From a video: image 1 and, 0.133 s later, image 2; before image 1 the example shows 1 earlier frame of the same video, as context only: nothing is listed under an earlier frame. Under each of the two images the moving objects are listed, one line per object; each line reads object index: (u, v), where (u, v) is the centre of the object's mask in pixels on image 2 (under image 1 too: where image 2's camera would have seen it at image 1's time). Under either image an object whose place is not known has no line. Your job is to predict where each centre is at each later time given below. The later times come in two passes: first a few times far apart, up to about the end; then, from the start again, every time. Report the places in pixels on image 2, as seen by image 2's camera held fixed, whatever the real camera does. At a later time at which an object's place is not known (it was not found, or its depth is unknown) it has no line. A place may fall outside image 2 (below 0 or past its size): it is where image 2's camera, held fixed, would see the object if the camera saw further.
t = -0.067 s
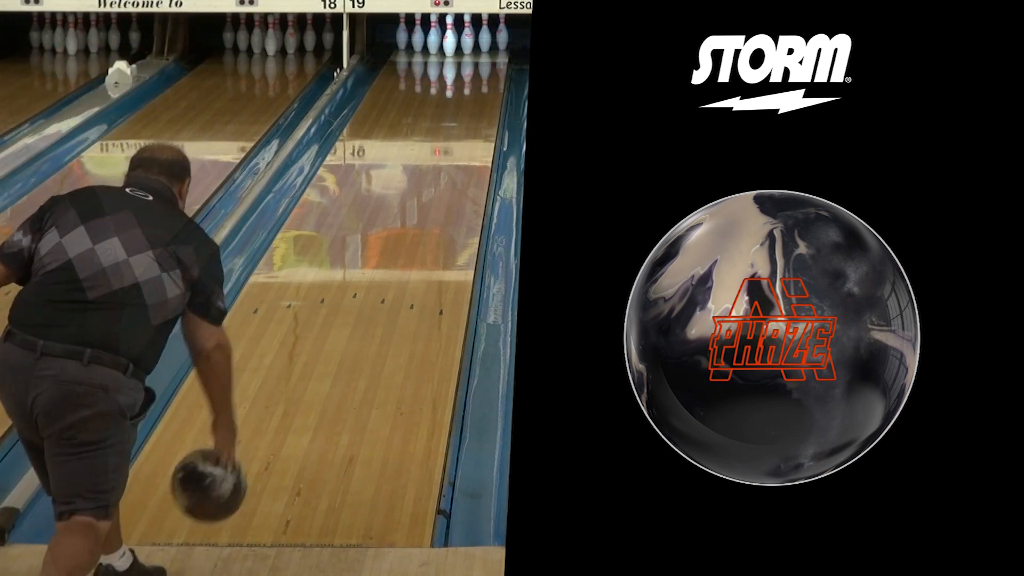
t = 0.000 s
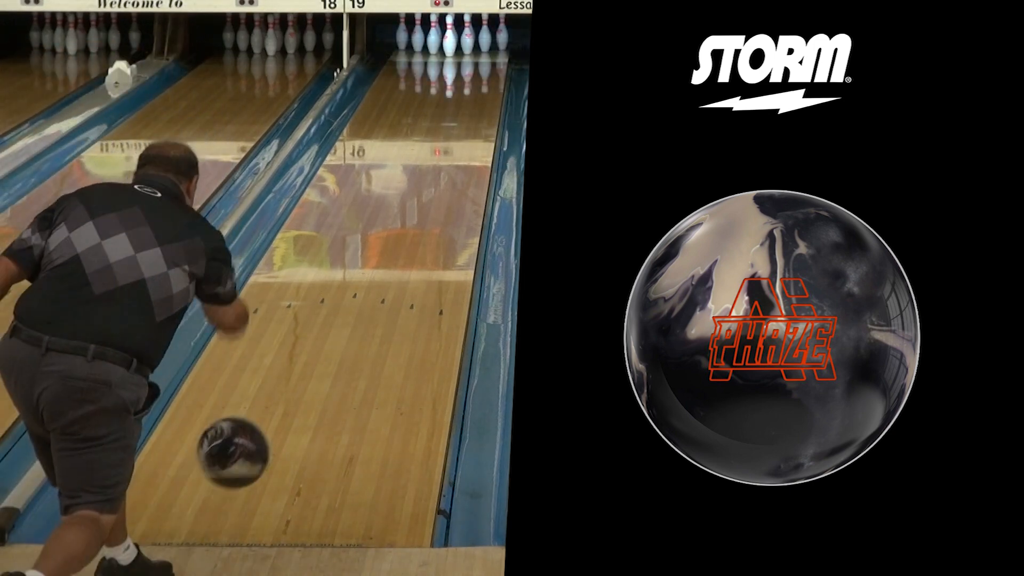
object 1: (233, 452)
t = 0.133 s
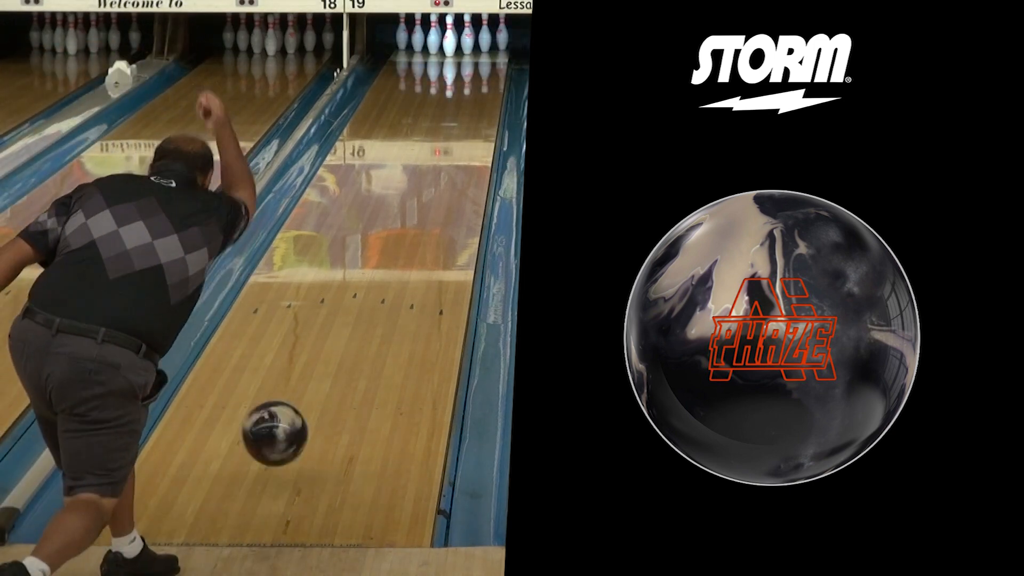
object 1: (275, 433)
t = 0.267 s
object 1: (310, 404)
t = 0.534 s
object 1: (362, 318)
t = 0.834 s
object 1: (404, 248)
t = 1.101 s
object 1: (432, 202)
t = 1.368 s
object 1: (453, 164)
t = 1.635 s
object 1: (468, 133)
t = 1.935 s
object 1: (479, 105)
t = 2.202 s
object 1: (481, 85)
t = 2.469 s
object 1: (476, 68)
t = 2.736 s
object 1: (465, 54)
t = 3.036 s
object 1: (458, 42)
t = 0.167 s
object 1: (284, 437)
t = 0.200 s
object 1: (293, 430)
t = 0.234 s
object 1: (302, 416)
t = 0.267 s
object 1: (310, 404)
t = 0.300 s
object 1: (317, 392)
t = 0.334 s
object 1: (324, 380)
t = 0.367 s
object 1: (331, 369)
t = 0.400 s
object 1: (338, 357)
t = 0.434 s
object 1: (344, 347)
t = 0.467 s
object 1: (351, 337)
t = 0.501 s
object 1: (356, 327)
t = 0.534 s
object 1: (362, 318)
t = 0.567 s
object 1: (367, 309)
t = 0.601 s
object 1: (373, 301)
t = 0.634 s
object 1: (378, 292)
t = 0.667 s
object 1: (383, 284)
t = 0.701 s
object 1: (387, 277)
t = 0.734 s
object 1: (391, 270)
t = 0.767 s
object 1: (396, 262)
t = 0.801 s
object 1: (400, 255)
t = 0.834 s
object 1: (404, 248)
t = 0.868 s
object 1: (408, 242)
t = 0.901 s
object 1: (412, 236)
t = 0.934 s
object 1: (415, 230)
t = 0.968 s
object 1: (419, 224)
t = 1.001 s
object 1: (422, 218)
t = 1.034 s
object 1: (426, 212)
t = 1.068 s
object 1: (429, 207)
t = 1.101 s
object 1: (432, 202)
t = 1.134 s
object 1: (435, 197)
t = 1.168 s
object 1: (438, 192)
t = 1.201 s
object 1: (440, 187)
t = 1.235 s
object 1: (443, 182)
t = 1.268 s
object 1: (446, 177)
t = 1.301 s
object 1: (448, 173)
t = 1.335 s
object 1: (451, 168)
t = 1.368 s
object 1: (453, 164)
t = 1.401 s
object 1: (455, 160)
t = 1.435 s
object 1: (457, 156)
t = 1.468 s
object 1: (459, 152)
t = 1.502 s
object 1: (461, 148)
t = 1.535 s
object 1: (463, 144)
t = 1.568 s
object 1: (465, 140)
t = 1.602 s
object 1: (466, 137)
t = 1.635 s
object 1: (468, 133)
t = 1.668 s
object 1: (469, 130)
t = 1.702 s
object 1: (471, 126)
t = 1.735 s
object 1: (472, 123)
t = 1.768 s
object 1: (473, 120)
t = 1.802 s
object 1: (475, 117)
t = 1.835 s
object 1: (476, 113)
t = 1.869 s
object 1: (476, 111)
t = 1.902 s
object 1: (477, 108)
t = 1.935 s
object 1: (479, 105)
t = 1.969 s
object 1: (479, 103)
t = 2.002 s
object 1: (479, 100)
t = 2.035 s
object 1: (480, 97)
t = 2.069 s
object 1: (480, 94)
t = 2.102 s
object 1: (481, 92)
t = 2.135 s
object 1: (481, 90)
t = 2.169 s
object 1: (481, 87)
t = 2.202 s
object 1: (481, 85)
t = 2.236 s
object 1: (480, 82)
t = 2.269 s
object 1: (480, 80)
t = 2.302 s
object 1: (480, 78)
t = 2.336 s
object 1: (480, 76)
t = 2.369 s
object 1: (479, 74)
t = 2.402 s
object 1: (478, 72)
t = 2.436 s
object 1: (477, 70)
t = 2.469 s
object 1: (476, 68)
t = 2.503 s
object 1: (475, 66)
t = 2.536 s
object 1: (473, 65)
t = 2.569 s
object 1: (472, 63)
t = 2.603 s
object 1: (471, 60)
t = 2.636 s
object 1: (469, 59)
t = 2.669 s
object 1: (469, 59)
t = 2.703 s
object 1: (466, 57)
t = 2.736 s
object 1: (465, 54)
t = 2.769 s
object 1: (464, 52)
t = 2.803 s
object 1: (462, 51)
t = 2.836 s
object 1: (461, 49)
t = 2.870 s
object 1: (460, 47)
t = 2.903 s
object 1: (458, 46)
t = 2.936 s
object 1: (459, 45)
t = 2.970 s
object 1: (459, 45)
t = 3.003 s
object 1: (459, 43)
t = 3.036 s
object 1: (458, 42)
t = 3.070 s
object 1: (458, 42)
